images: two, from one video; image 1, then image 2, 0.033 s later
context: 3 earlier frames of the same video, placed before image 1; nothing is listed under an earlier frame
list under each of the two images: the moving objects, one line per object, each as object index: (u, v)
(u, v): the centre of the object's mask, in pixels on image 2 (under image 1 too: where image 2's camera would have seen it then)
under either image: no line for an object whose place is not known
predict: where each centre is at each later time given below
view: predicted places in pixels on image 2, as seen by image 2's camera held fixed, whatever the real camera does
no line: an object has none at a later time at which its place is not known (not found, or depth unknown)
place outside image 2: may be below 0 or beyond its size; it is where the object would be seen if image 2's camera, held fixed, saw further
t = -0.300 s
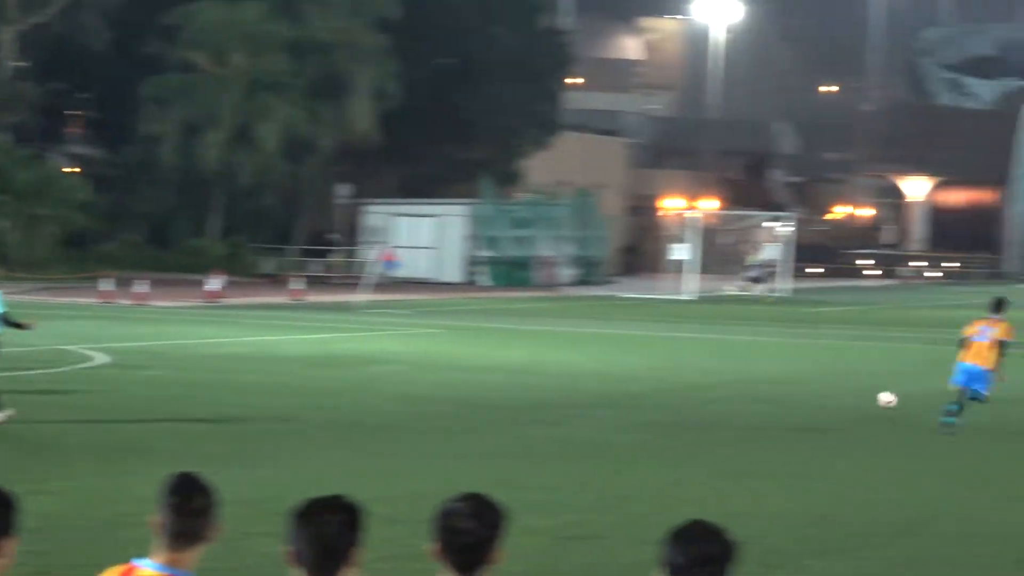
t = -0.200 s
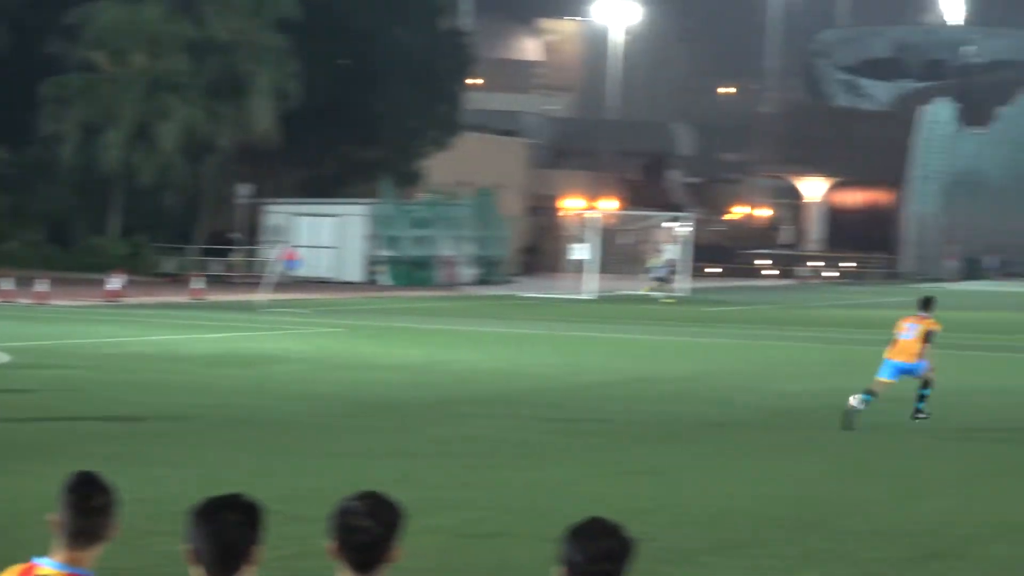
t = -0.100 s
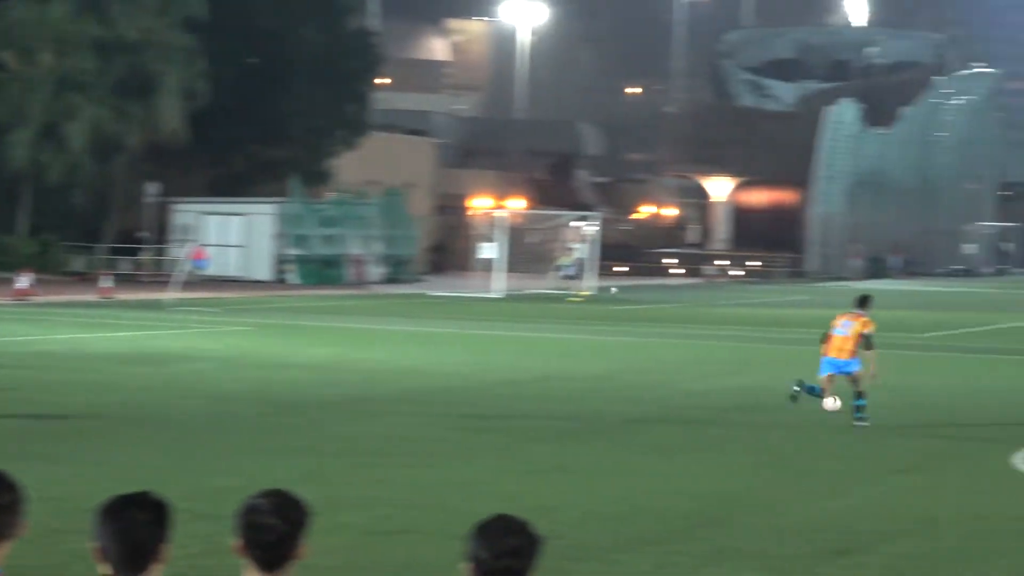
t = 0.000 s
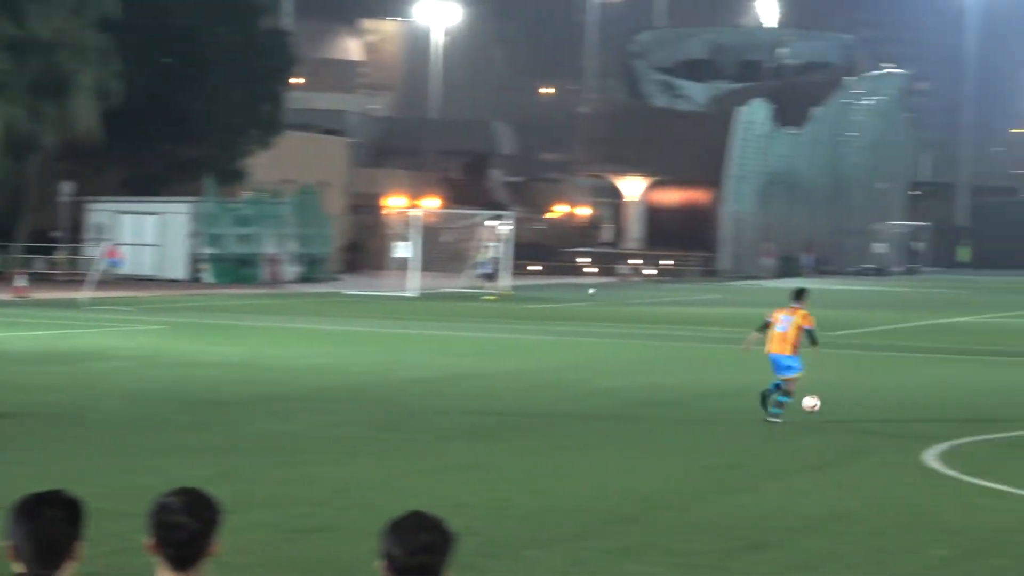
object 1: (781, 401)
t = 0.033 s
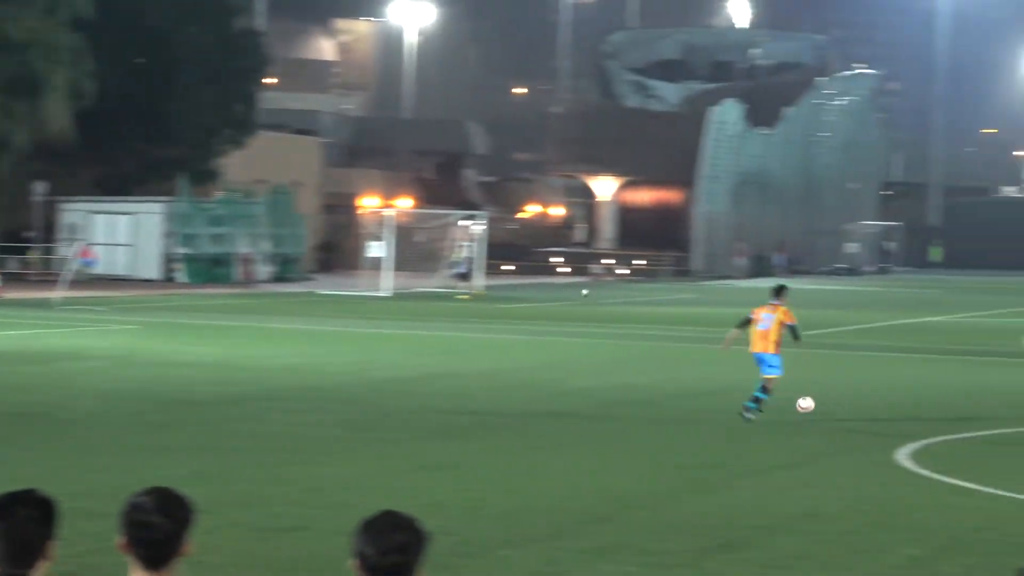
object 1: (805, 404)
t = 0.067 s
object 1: (830, 407)
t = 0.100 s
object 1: (854, 409)
